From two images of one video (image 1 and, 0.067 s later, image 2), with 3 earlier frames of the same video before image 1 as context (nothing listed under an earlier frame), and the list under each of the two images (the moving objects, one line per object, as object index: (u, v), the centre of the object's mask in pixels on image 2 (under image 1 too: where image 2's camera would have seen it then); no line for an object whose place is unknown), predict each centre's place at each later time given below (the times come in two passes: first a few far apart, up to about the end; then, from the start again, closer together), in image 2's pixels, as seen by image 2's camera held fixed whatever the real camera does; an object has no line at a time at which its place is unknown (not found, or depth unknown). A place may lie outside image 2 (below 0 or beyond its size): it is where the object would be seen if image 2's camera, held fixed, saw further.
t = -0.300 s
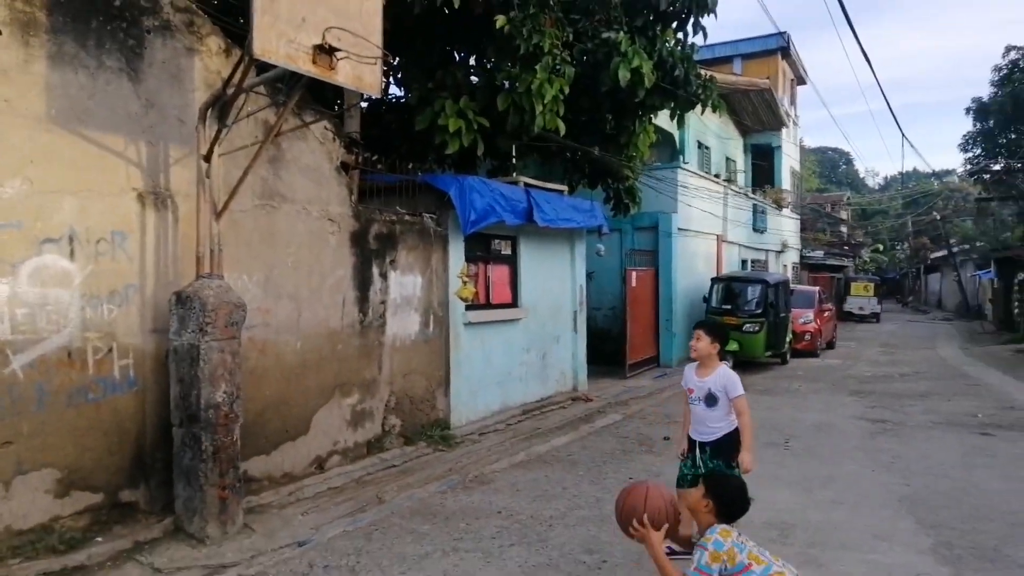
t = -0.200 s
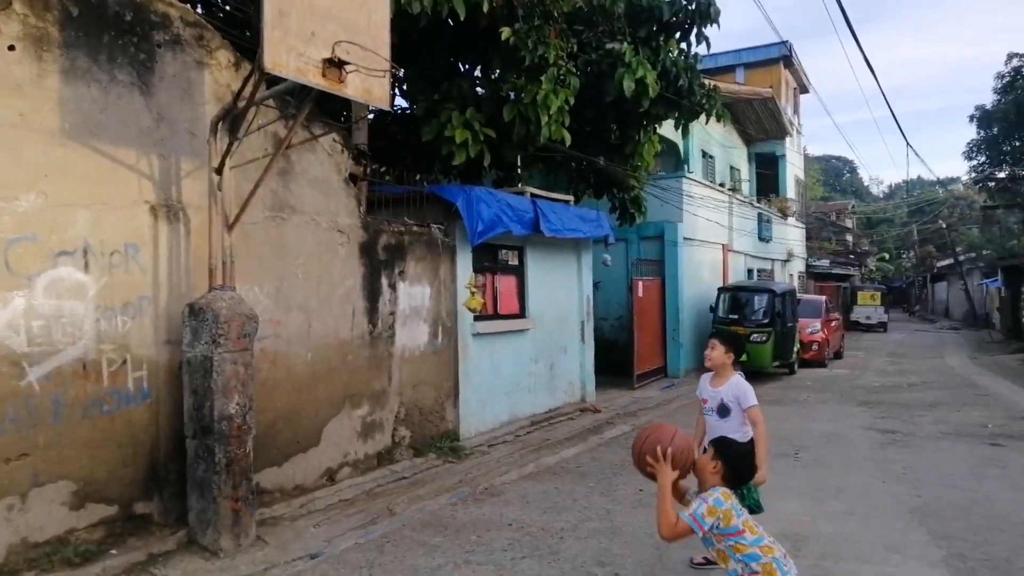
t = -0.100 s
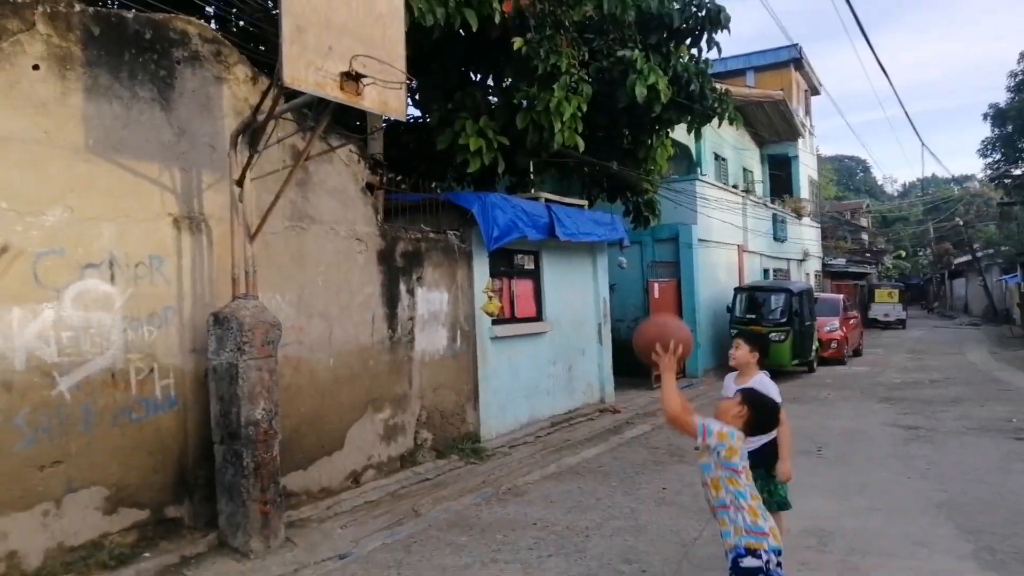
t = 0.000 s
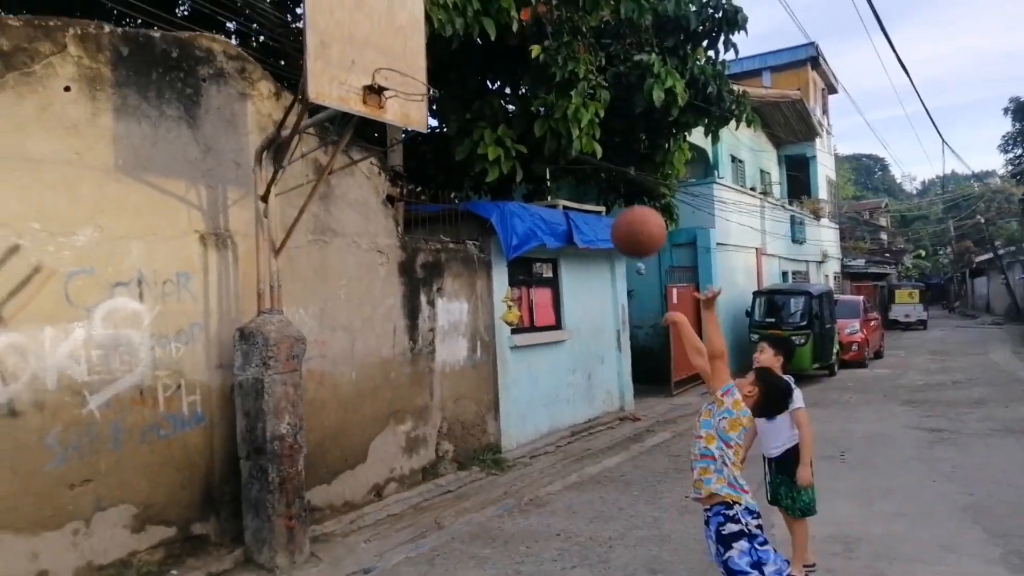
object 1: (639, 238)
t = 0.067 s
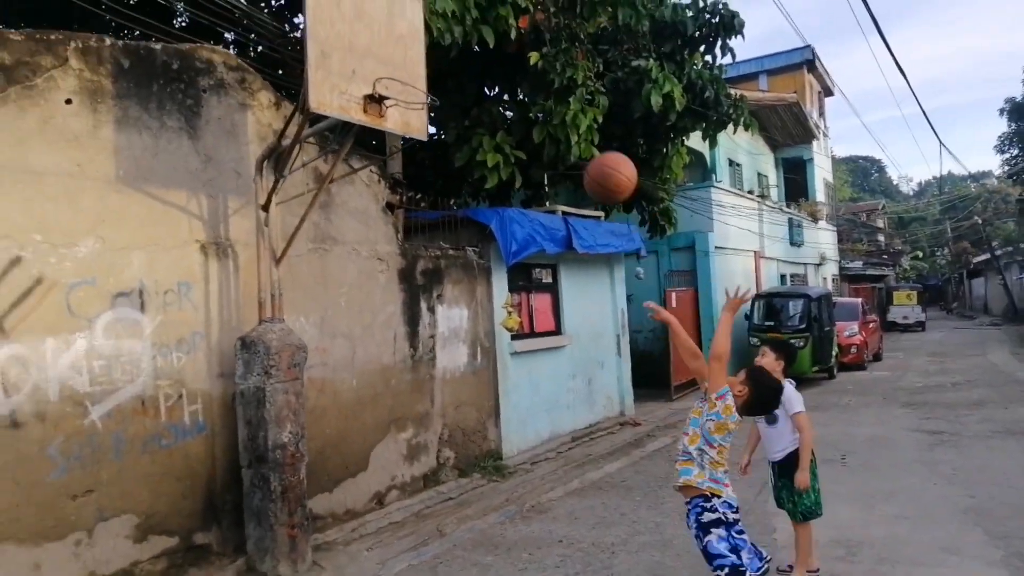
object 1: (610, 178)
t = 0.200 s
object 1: (559, 93)
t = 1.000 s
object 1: (543, 265)
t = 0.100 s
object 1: (597, 155)
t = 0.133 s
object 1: (583, 132)
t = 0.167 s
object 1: (571, 111)
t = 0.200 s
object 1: (559, 93)
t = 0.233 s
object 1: (548, 80)
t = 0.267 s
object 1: (539, 71)
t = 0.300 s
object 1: (530, 64)
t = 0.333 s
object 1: (519, 58)
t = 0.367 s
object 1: (510, 53)
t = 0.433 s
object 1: (492, 52)
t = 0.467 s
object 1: (484, 54)
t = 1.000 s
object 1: (543, 265)
